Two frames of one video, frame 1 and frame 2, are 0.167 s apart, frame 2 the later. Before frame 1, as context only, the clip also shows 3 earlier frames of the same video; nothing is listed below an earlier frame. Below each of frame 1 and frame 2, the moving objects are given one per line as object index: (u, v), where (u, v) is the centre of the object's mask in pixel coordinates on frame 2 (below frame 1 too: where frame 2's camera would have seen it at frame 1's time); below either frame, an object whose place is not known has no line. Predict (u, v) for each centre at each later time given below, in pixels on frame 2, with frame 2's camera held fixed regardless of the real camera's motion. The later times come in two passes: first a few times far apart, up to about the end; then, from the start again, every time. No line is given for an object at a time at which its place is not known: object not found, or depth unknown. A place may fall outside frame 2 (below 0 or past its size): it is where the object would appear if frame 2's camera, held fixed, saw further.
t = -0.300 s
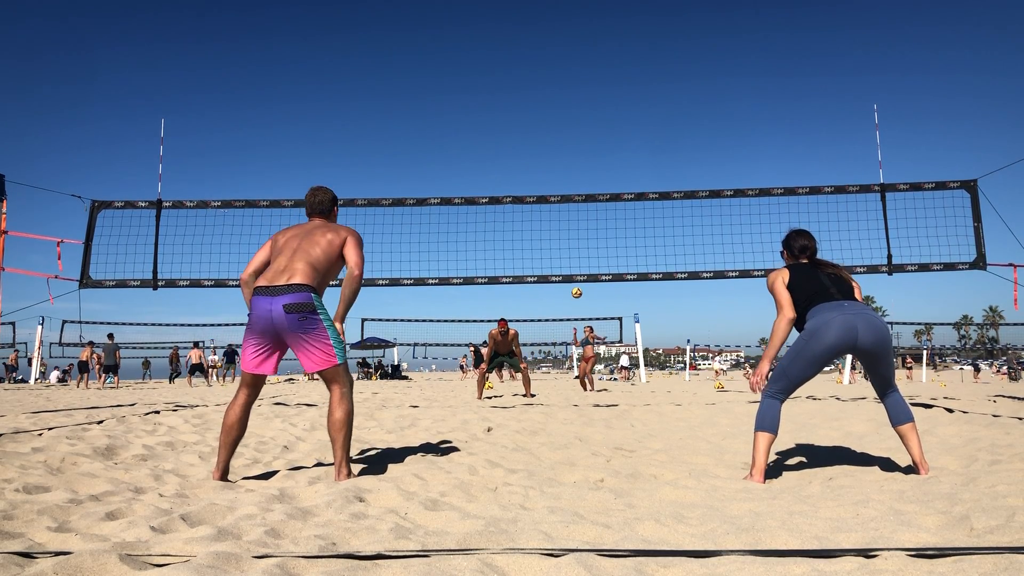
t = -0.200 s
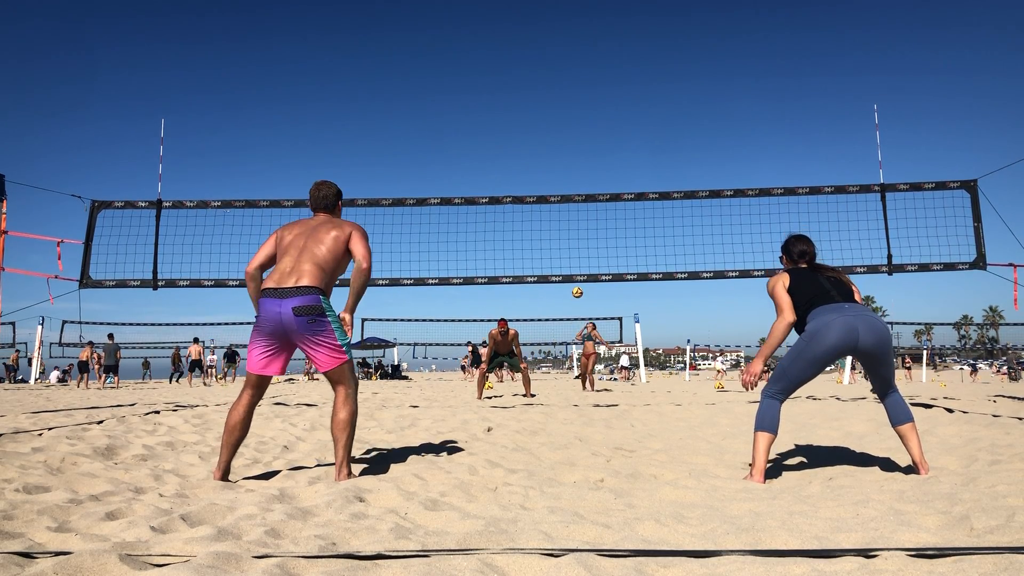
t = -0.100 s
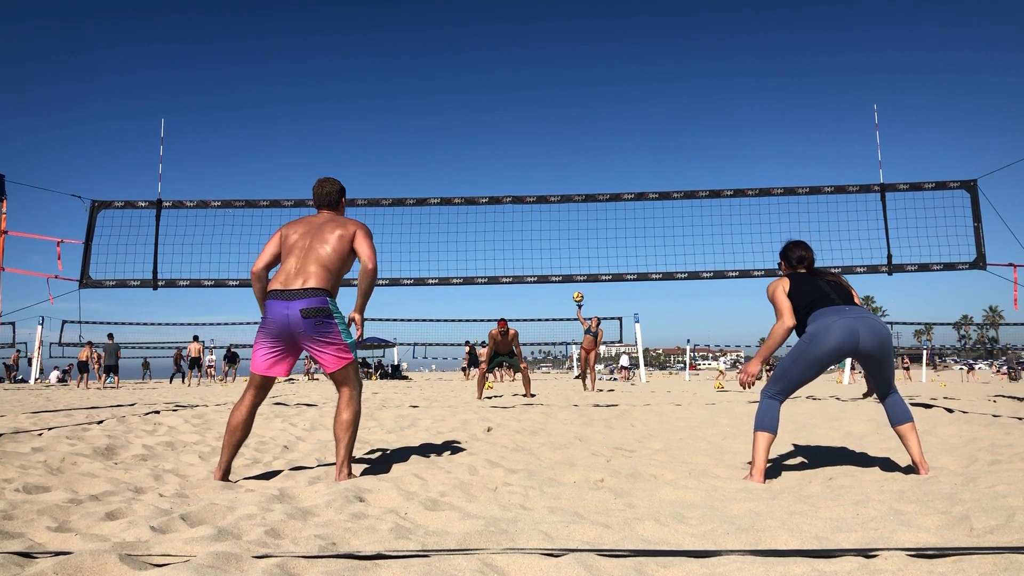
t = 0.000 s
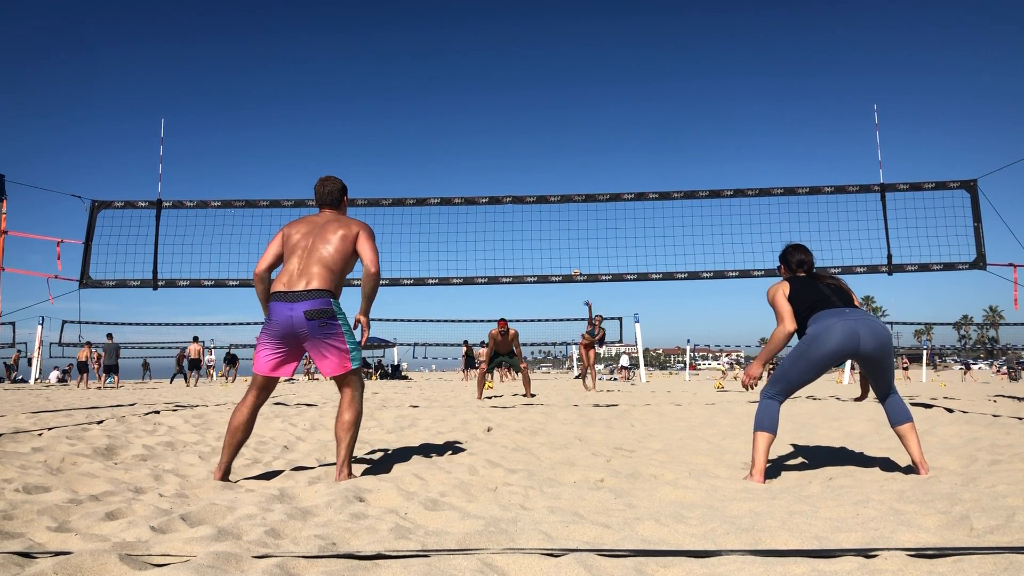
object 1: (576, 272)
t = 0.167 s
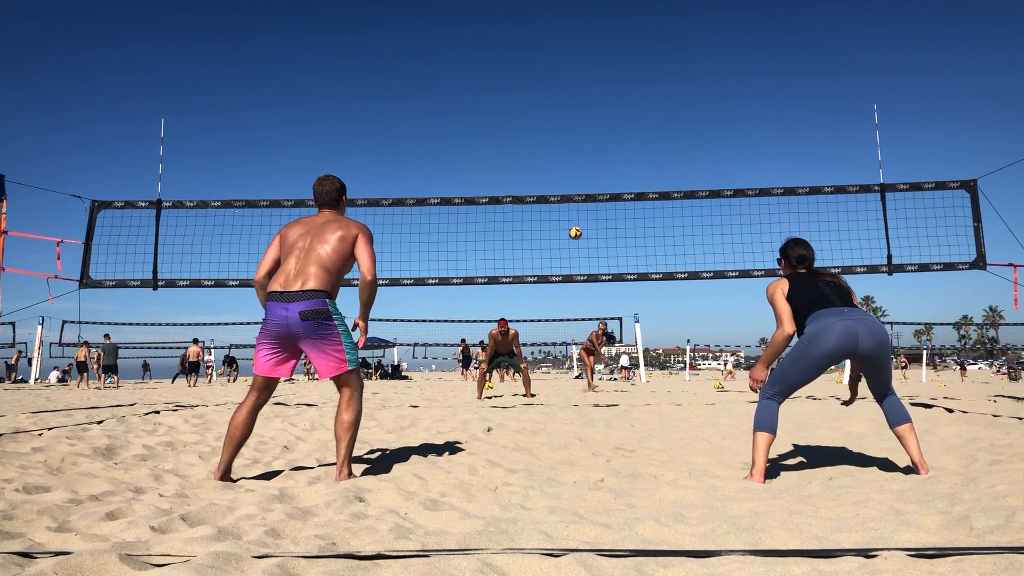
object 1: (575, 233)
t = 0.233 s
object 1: (575, 217)
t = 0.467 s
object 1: (576, 168)
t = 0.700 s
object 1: (582, 150)
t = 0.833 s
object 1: (593, 167)
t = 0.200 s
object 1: (575, 225)
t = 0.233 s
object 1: (575, 217)
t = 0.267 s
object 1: (575, 209)
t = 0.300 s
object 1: (575, 205)
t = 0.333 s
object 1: (575, 191)
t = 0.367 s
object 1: (575, 187)
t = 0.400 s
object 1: (575, 180)
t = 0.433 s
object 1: (575, 174)
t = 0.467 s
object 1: (576, 168)
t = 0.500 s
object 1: (576, 162)
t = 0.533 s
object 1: (576, 158)
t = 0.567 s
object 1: (577, 154)
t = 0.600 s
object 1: (578, 152)
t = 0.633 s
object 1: (579, 150)
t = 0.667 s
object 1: (580, 150)
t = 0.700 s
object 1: (582, 150)
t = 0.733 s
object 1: (584, 153)
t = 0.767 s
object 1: (586, 156)
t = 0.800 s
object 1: (589, 161)
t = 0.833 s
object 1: (593, 167)
